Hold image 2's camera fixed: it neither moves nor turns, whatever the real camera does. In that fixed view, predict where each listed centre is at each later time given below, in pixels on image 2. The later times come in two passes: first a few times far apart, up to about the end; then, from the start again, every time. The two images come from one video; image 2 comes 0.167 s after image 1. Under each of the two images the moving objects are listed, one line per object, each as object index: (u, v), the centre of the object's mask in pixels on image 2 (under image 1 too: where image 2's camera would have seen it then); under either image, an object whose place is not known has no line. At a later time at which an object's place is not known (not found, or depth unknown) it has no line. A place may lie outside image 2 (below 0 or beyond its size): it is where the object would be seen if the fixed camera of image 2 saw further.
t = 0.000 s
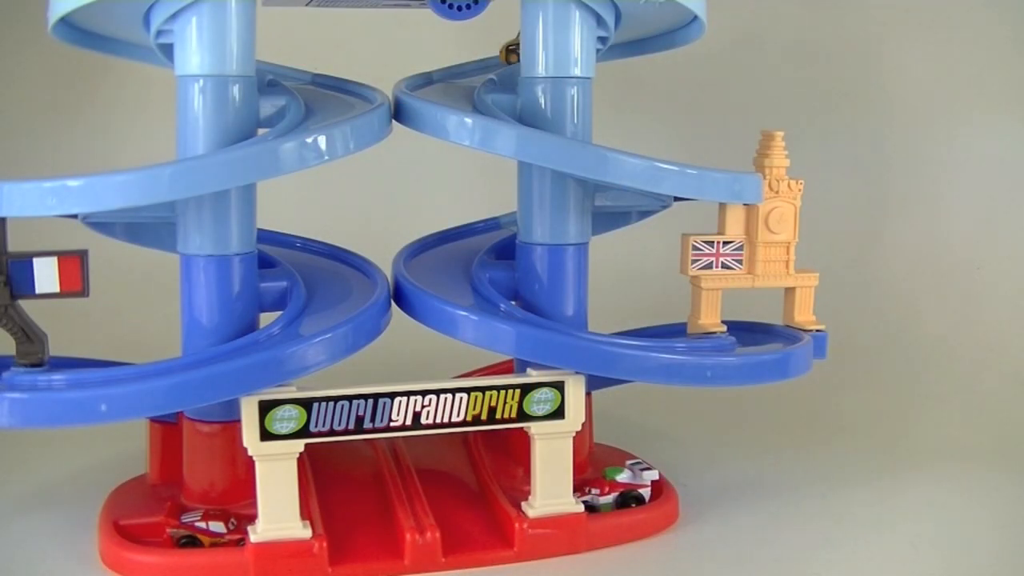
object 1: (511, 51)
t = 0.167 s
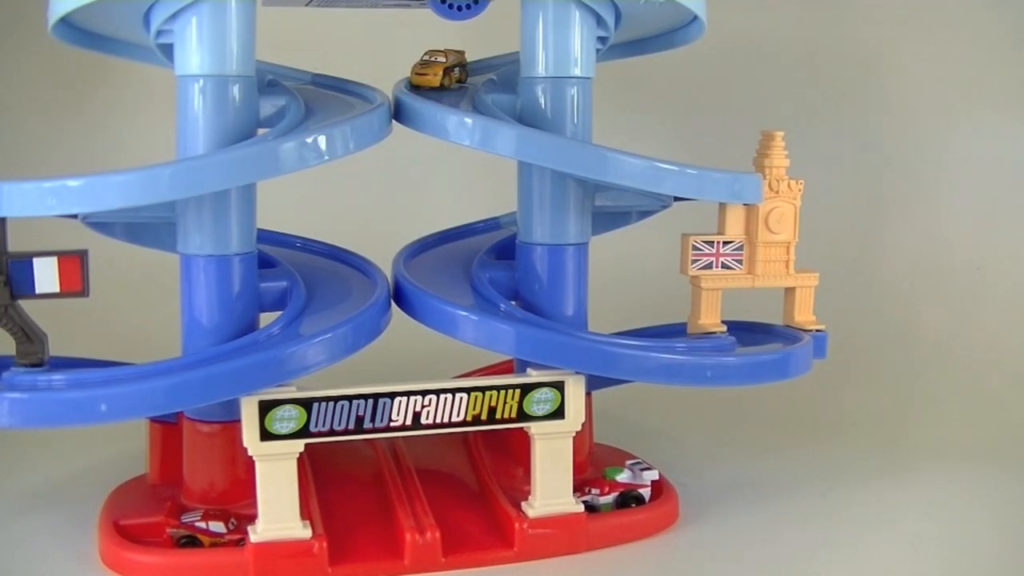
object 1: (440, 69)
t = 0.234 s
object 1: (432, 79)
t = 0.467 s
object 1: (575, 125)
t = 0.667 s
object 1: (721, 157)
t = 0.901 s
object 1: (701, 159)
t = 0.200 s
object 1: (433, 75)
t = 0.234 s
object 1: (432, 79)
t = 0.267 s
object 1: (436, 84)
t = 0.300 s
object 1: (446, 88)
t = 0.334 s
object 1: (462, 93)
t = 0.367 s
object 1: (484, 100)
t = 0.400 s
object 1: (511, 108)
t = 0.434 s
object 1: (542, 118)
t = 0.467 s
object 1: (575, 125)
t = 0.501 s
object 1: (607, 134)
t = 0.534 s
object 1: (638, 142)
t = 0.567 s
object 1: (669, 148)
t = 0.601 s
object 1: (691, 152)
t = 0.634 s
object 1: (711, 155)
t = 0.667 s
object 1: (721, 157)
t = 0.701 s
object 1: (728, 158)
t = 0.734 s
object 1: (727, 158)
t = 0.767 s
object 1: (726, 159)
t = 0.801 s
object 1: (723, 159)
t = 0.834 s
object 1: (718, 159)
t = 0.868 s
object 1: (710, 159)
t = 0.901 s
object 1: (701, 159)
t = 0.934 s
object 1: (691, 159)
